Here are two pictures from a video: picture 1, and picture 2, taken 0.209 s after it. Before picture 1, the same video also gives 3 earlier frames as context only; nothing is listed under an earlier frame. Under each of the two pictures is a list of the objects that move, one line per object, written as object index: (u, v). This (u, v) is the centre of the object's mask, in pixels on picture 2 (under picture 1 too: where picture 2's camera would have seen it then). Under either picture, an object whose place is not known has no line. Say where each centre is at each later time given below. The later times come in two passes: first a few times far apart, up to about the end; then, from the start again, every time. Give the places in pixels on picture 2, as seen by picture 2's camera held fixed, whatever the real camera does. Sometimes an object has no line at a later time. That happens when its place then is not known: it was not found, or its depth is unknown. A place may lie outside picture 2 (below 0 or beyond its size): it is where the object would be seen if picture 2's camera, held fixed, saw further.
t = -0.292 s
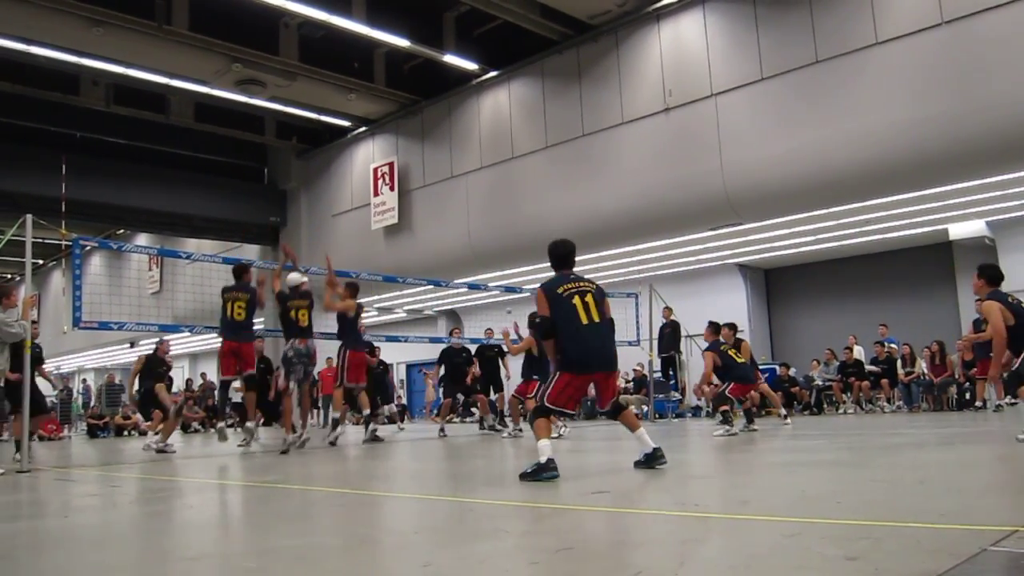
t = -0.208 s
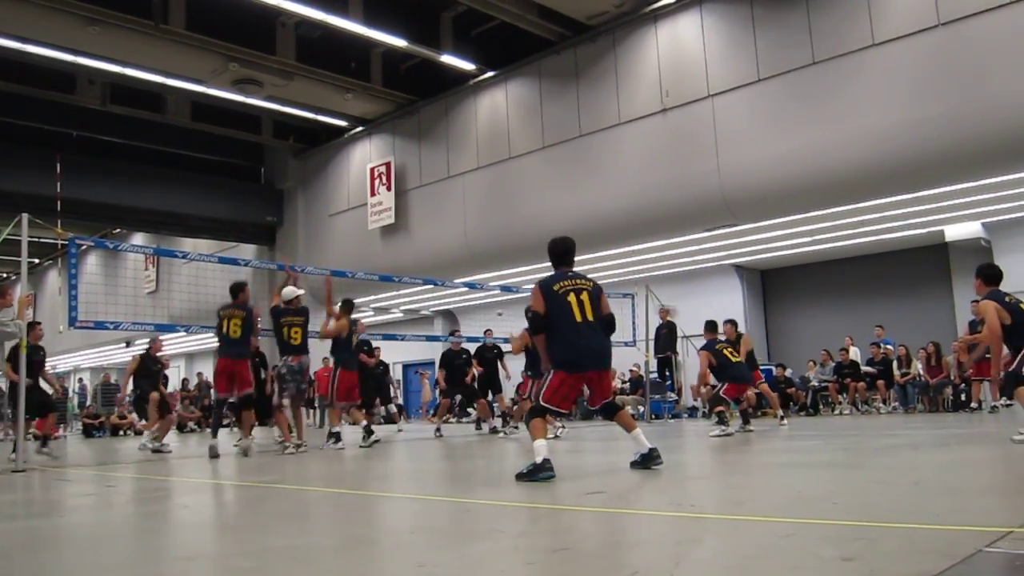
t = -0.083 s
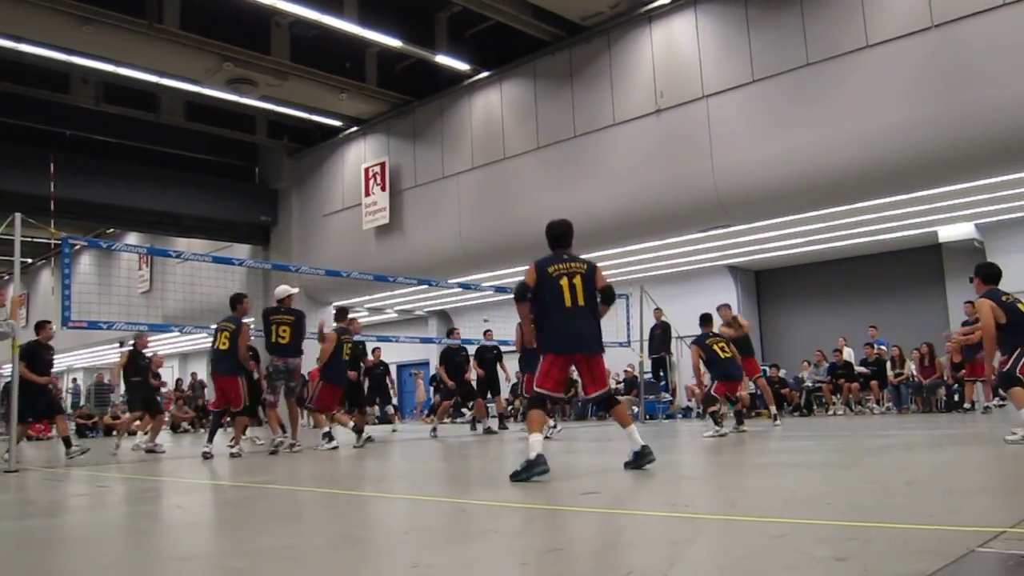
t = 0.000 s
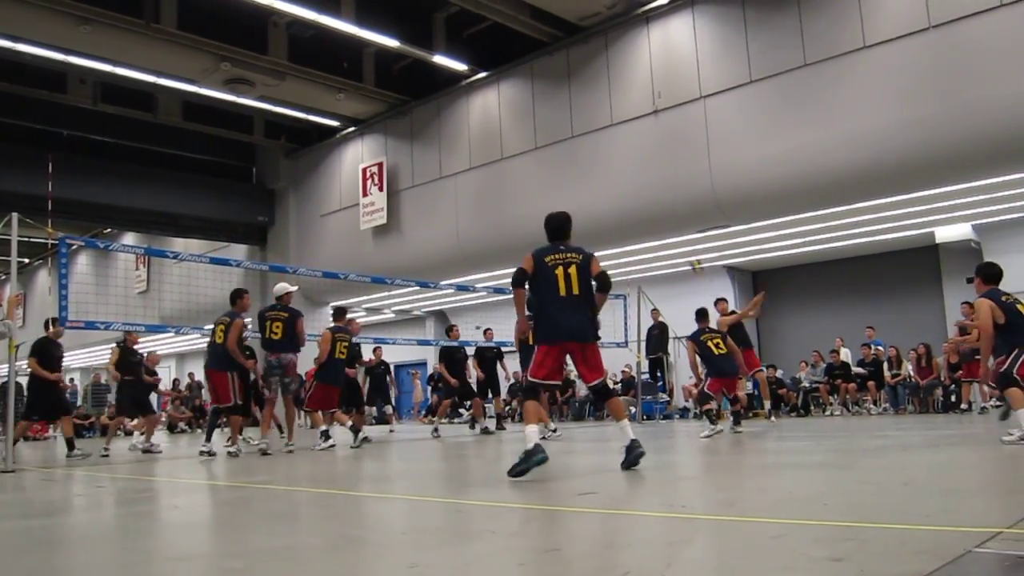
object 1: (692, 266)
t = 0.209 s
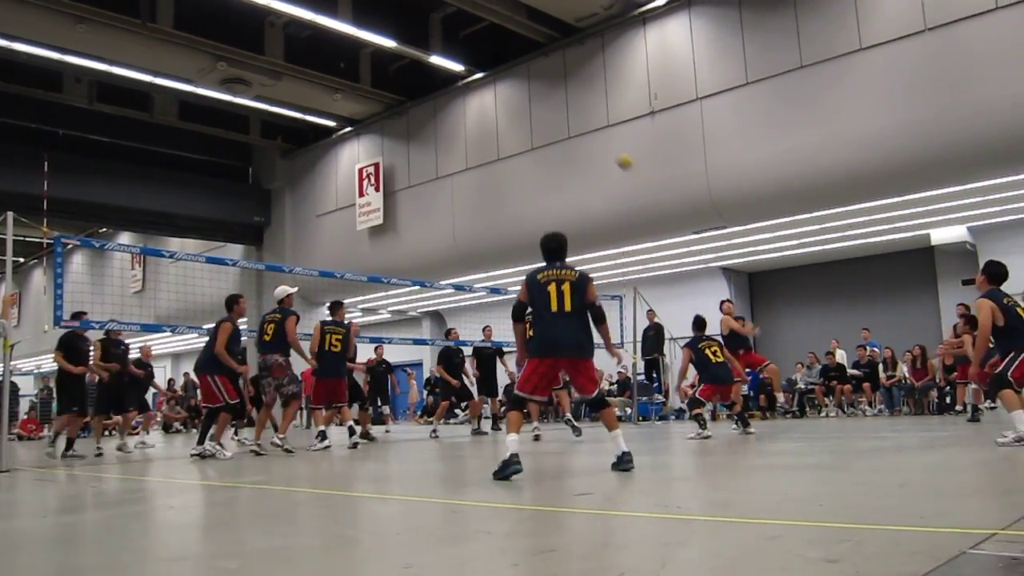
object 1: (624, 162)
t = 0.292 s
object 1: (598, 127)
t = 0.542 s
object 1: (525, 64)
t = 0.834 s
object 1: (445, 44)
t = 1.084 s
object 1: (378, 73)
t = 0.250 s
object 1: (610, 141)
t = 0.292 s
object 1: (598, 127)
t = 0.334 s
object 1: (586, 113)
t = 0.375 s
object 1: (573, 100)
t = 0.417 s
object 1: (561, 90)
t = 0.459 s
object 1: (549, 81)
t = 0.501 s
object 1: (538, 71)
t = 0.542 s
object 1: (525, 64)
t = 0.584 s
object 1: (513, 58)
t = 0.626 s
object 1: (501, 53)
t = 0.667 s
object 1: (490, 50)
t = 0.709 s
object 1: (479, 47)
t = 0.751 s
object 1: (467, 45)
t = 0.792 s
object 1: (456, 45)
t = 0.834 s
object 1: (445, 44)
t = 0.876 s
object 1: (433, 45)
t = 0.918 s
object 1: (423, 48)
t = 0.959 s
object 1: (412, 53)
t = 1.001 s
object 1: (400, 60)
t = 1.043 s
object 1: (389, 66)
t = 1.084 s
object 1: (378, 73)
